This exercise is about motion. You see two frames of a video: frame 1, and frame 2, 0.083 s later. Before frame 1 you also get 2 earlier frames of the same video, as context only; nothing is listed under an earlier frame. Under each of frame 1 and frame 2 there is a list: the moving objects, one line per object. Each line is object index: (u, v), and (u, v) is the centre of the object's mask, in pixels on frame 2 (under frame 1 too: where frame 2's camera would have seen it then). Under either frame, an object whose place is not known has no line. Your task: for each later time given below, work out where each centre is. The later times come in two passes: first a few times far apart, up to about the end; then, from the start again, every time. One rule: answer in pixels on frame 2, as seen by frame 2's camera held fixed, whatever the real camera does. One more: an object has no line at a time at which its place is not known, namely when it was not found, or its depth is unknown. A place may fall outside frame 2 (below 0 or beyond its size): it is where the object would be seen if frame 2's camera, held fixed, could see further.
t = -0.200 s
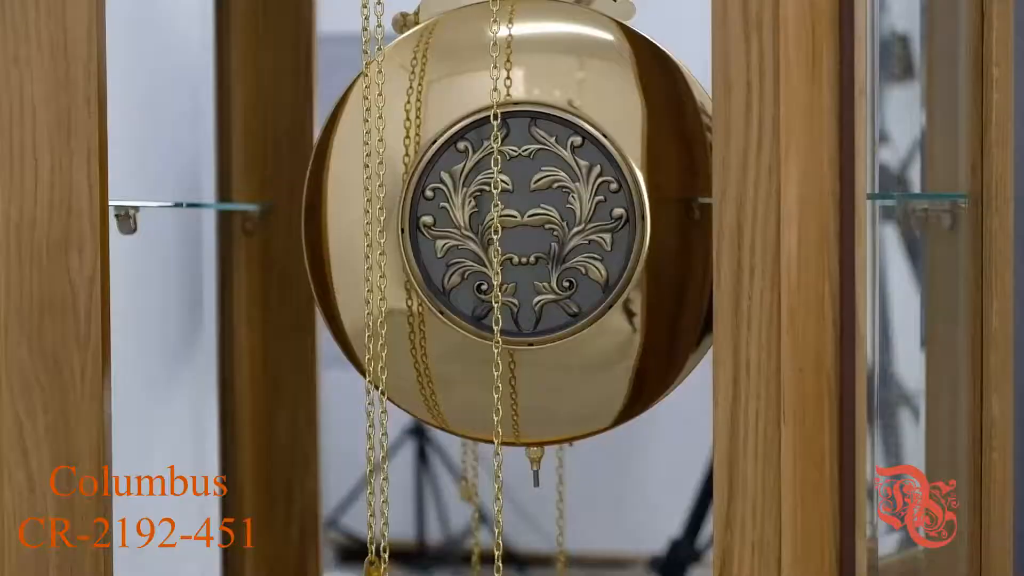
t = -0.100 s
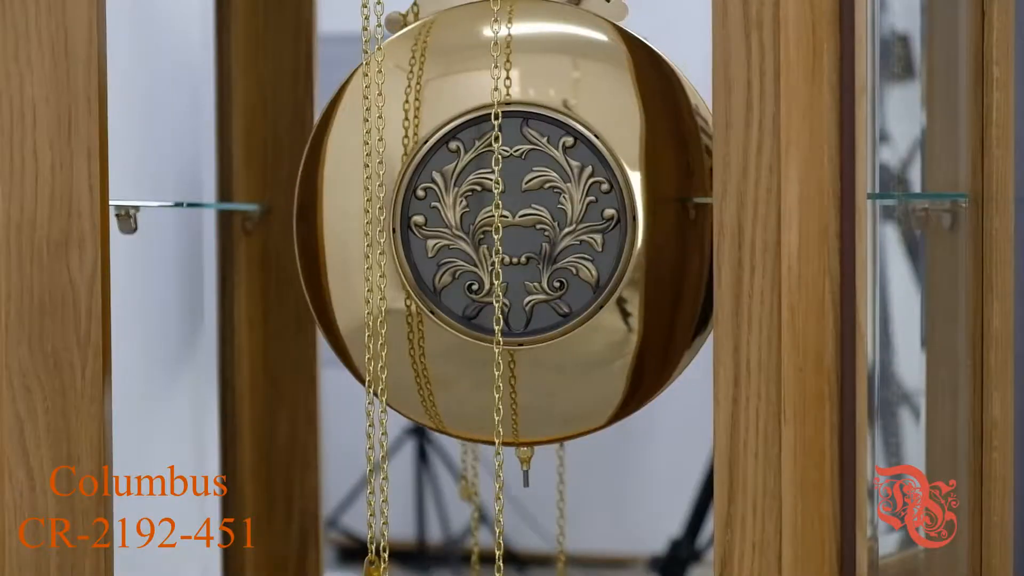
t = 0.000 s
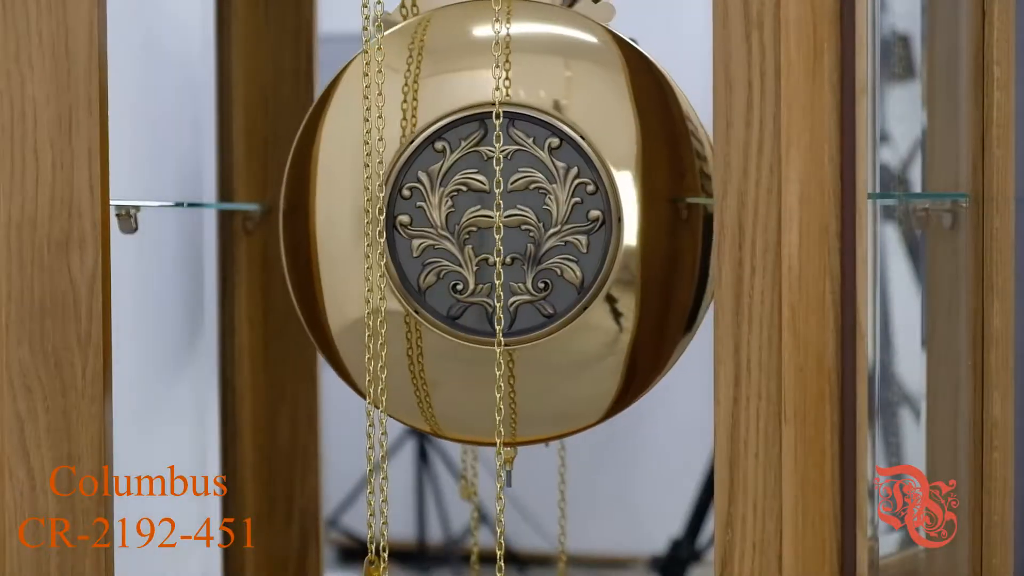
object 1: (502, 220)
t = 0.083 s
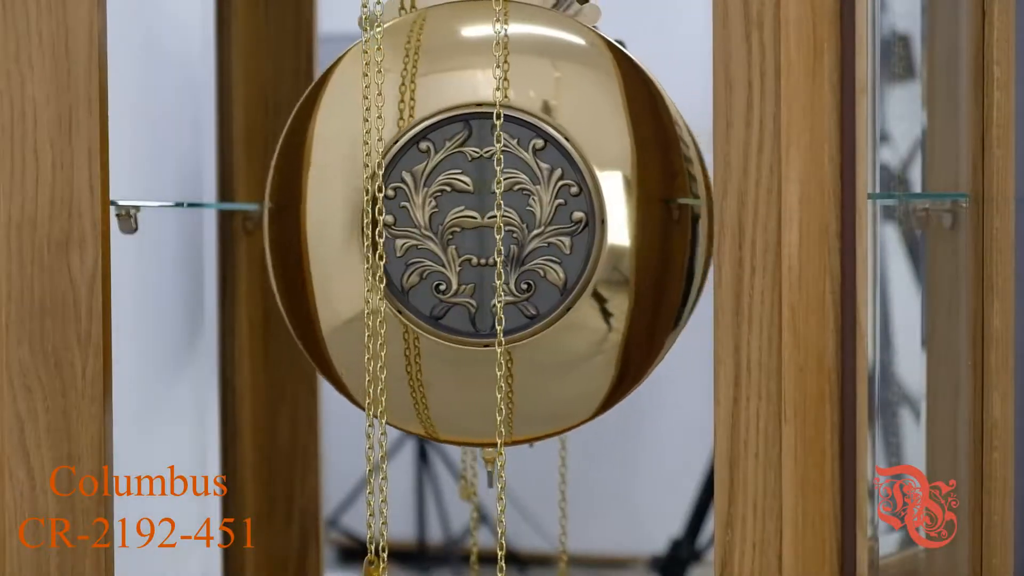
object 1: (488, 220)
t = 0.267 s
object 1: (448, 221)
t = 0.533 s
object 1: (400, 219)
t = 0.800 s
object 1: (391, 219)
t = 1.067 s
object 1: (425, 220)
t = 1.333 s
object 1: (483, 218)
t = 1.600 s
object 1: (518, 219)
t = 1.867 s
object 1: (515, 219)
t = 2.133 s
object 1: (477, 221)
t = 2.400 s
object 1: (421, 220)
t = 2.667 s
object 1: (389, 218)
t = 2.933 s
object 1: (404, 217)
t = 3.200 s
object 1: (453, 219)
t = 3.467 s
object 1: (505, 219)
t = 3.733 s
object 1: (520, 220)
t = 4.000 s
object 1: (499, 221)
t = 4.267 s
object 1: (448, 221)
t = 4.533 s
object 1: (400, 218)
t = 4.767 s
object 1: (389, 217)
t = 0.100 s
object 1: (484, 221)
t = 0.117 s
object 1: (481, 221)
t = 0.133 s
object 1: (477, 221)
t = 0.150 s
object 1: (473, 221)
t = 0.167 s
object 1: (470, 221)
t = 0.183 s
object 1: (466, 222)
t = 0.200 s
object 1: (462, 222)
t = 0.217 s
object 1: (458, 222)
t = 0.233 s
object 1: (455, 222)
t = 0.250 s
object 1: (451, 222)
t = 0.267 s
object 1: (448, 221)
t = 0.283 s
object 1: (444, 221)
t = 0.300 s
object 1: (441, 221)
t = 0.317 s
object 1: (437, 221)
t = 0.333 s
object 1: (434, 221)
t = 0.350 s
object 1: (431, 221)
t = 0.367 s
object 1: (428, 220)
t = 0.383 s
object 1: (424, 221)
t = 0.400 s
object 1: (421, 220)
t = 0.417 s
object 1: (418, 220)
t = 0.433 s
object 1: (415, 221)
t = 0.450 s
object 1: (413, 221)
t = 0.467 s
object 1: (411, 218)
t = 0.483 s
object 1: (407, 220)
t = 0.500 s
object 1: (405, 220)
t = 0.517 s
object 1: (402, 220)
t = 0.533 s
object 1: (400, 219)
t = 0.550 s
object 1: (398, 219)
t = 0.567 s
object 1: (397, 219)
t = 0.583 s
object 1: (396, 219)
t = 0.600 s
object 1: (394, 218)
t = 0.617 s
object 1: (392, 219)
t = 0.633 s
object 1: (391, 218)
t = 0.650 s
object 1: (390, 218)
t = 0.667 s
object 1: (390, 218)
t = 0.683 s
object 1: (391, 218)
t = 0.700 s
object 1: (390, 218)
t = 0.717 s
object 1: (390, 218)
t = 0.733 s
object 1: (389, 218)
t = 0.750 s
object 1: (389, 218)
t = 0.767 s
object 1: (389, 218)
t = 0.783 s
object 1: (390, 218)
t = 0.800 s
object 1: (391, 219)
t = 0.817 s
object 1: (391, 219)
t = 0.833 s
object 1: (393, 219)
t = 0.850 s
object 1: (394, 219)
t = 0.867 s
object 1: (396, 219)
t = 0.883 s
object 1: (397, 219)
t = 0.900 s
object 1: (399, 219)
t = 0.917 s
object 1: (401, 219)
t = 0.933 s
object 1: (403, 219)
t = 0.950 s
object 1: (406, 219)
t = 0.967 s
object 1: (410, 218)
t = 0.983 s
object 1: (412, 218)
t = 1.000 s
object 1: (415, 217)
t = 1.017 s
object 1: (417, 217)
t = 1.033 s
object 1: (420, 218)
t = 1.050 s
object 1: (423, 218)
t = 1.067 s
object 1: (425, 220)
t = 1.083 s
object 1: (429, 218)
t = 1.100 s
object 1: (433, 218)
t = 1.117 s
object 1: (436, 218)
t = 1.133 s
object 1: (440, 218)
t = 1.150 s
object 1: (444, 218)
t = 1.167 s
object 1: (447, 219)
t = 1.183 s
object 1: (450, 218)
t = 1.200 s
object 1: (454, 220)
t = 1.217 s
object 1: (458, 219)
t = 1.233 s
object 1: (461, 219)
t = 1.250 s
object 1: (465, 219)
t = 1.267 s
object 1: (469, 219)
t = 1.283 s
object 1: (473, 219)
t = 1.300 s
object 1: (476, 219)
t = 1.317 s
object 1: (479, 218)
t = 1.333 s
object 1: (483, 218)
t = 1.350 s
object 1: (487, 219)
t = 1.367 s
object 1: (489, 219)
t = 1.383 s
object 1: (492, 219)
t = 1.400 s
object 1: (494, 219)
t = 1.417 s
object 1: (495, 220)
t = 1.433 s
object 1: (501, 219)
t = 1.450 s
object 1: (502, 219)
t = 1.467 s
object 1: (505, 219)
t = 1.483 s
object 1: (507, 219)
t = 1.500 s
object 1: (509, 219)
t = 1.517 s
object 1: (510, 219)
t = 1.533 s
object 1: (512, 219)
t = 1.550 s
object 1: (514, 219)
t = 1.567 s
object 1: (515, 219)
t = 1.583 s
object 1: (517, 219)
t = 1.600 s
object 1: (518, 219)
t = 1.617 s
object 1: (519, 219)
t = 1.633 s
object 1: (519, 219)
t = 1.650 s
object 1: (520, 219)
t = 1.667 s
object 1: (521, 219)
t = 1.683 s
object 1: (521, 219)
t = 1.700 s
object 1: (521, 219)
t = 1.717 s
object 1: (521, 219)
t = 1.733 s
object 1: (521, 219)
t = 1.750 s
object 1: (521, 219)
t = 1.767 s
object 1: (520, 219)
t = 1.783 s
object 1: (520, 219)
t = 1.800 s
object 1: (519, 219)
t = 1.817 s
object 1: (519, 219)
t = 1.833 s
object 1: (518, 219)
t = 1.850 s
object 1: (516, 219)
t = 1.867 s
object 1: (515, 219)
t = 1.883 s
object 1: (514, 219)
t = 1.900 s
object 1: (512, 220)
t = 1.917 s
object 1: (510, 220)
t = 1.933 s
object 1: (509, 220)
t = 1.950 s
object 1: (507, 220)
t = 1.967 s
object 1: (505, 220)
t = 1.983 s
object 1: (504, 221)
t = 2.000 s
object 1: (498, 220)
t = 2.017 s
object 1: (498, 220)
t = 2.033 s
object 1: (496, 220)
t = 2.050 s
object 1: (493, 220)
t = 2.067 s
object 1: (490, 221)
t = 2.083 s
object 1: (487, 221)
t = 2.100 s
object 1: (485, 221)
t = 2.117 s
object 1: (481, 221)
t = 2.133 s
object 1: (477, 221)
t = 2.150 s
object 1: (474, 221)
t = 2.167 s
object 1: (470, 221)
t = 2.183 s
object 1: (467, 222)
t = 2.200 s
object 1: (463, 221)
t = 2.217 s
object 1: (460, 221)
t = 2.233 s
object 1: (457, 221)
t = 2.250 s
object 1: (453, 221)
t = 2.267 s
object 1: (449, 222)
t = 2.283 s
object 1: (446, 220)
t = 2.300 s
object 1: (442, 221)
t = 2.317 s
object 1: (438, 221)
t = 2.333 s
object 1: (435, 221)
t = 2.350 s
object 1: (431, 220)
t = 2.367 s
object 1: (428, 220)
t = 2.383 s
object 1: (424, 220)
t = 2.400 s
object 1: (421, 220)
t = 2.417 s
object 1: (418, 220)
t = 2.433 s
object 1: (414, 220)
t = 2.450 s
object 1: (411, 220)
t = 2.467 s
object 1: (410, 220)
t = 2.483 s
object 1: (407, 220)
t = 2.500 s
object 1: (404, 220)
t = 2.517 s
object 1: (401, 220)
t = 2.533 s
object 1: (399, 219)
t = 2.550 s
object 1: (397, 219)
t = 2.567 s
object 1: (396, 219)
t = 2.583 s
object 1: (395, 219)
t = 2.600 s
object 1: (393, 219)
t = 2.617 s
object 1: (392, 218)
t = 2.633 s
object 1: (391, 218)
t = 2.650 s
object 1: (390, 218)
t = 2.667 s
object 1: (389, 218)
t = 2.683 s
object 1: (389, 218)
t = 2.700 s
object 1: (388, 218)
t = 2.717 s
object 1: (388, 218)
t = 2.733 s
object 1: (388, 218)
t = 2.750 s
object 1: (388, 218)
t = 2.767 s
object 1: (389, 217)
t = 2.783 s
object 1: (390, 217)
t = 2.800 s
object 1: (391, 217)
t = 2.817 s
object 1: (392, 217)
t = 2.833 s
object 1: (393, 218)
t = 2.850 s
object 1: (394, 217)
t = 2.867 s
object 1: (396, 217)
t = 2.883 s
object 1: (397, 217)
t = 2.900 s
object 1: (399, 217)
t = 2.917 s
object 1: (401, 217)
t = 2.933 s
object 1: (404, 217)
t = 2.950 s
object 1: (406, 217)
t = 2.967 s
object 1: (409, 217)
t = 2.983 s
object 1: (411, 217)
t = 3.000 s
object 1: (413, 218)
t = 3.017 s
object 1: (417, 218)
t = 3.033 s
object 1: (420, 218)
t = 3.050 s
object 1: (423, 217)
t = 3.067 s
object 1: (425, 220)
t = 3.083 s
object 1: (430, 217)
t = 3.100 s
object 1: (433, 217)
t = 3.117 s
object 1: (436, 217)
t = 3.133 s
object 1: (439, 219)
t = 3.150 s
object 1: (443, 218)
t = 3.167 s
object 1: (447, 218)
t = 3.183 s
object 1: (450, 218)
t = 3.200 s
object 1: (453, 219)
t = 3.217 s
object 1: (457, 219)
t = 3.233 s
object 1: (462, 219)
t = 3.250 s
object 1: (465, 219)
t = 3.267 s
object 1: (468, 219)
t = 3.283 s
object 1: (472, 219)
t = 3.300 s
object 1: (476, 219)
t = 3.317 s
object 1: (479, 219)
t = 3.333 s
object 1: (483, 219)
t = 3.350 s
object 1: (487, 219)
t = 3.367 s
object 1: (489, 219)
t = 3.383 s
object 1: (492, 219)
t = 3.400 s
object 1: (494, 220)
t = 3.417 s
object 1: (495, 220)
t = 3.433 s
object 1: (501, 219)
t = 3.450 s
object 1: (502, 219)
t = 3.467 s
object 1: (505, 219)
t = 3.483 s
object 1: (507, 219)
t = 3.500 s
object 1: (508, 219)
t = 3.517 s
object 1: (510, 219)
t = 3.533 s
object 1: (512, 219)
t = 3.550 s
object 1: (513, 219)
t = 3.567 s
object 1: (515, 219)
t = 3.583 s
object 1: (516, 219)
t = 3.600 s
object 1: (517, 219)
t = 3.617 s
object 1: (517, 219)
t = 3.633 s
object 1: (518, 219)
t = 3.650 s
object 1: (519, 219)
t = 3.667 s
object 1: (519, 219)
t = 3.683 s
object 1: (520, 219)
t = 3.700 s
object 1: (520, 219)
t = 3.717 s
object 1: (520, 219)
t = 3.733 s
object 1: (520, 220)
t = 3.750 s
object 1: (520, 220)
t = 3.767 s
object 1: (520, 220)
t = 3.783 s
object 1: (519, 220)
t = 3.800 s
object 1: (518, 220)
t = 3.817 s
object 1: (518, 220)
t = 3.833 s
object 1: (517, 220)
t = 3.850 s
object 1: (516, 220)
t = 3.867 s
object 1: (515, 220)
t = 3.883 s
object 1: (514, 220)
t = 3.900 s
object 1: (512, 220)
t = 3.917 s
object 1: (511, 220)
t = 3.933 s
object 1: (509, 220)
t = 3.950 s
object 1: (507, 220)
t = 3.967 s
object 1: (506, 221)
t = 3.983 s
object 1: (507, 221)
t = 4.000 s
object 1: (499, 221)
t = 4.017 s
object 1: (499, 221)
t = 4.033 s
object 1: (496, 220)
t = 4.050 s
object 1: (493, 221)
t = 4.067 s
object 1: (491, 221)
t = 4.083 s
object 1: (488, 221)
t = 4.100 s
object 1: (485, 221)
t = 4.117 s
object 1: (481, 221)
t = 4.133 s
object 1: (477, 221)
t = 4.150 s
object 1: (474, 221)
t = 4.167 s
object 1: (470, 222)
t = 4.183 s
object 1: (467, 222)
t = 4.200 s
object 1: (464, 221)
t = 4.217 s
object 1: (460, 220)
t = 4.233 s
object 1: (456, 221)
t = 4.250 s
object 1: (452, 221)
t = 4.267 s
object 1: (448, 221)
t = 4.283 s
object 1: (445, 221)
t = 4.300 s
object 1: (441, 221)
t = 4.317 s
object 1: (437, 221)
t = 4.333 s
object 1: (434, 220)
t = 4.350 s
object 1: (431, 220)
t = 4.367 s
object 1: (428, 220)
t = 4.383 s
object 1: (424, 220)
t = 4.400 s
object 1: (421, 220)
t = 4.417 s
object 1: (418, 220)
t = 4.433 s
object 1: (415, 220)
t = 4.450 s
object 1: (412, 220)
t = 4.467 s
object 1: (410, 218)
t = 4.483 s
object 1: (407, 218)
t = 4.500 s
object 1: (405, 219)
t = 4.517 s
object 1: (402, 218)
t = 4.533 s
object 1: (400, 218)
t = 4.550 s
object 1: (398, 218)
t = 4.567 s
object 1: (396, 218)
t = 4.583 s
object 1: (395, 217)
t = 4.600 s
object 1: (393, 217)
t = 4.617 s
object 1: (392, 217)
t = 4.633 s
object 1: (391, 217)
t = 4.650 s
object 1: (390, 217)
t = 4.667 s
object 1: (390, 217)
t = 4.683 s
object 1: (389, 217)
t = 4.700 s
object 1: (389, 217)
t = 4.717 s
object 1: (389, 217)
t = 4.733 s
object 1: (389, 217)
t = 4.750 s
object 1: (389, 217)
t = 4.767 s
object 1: (389, 217)
